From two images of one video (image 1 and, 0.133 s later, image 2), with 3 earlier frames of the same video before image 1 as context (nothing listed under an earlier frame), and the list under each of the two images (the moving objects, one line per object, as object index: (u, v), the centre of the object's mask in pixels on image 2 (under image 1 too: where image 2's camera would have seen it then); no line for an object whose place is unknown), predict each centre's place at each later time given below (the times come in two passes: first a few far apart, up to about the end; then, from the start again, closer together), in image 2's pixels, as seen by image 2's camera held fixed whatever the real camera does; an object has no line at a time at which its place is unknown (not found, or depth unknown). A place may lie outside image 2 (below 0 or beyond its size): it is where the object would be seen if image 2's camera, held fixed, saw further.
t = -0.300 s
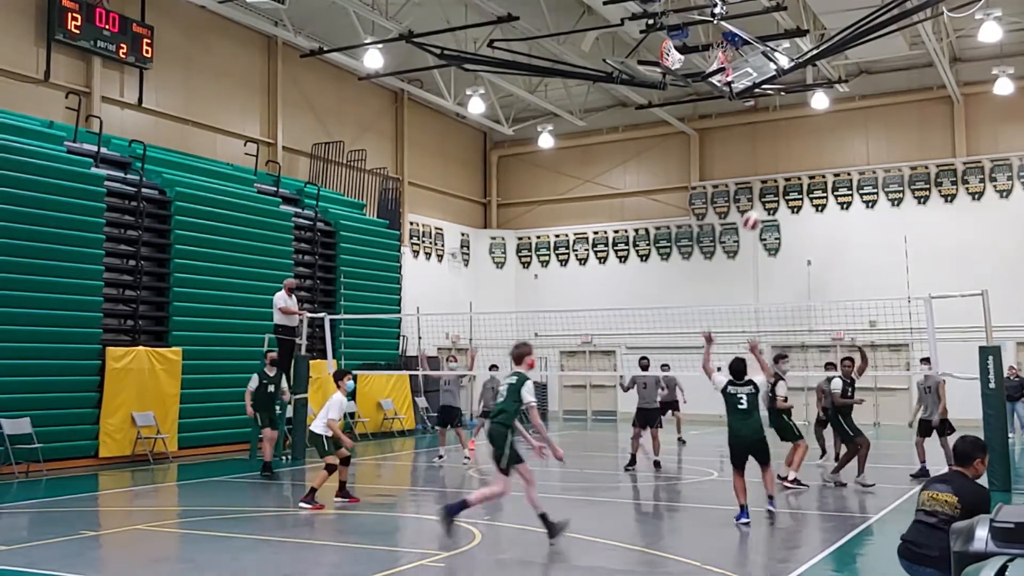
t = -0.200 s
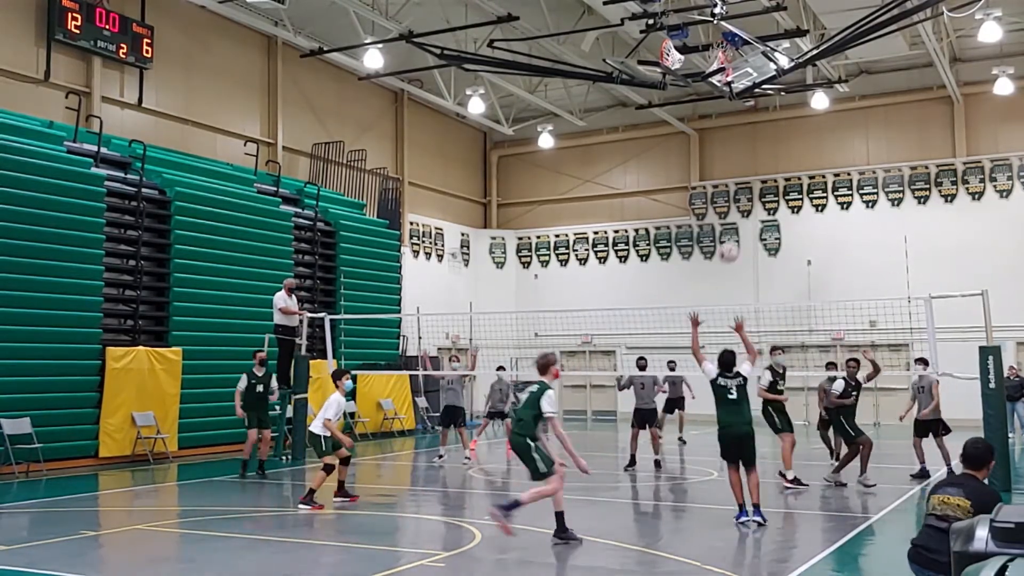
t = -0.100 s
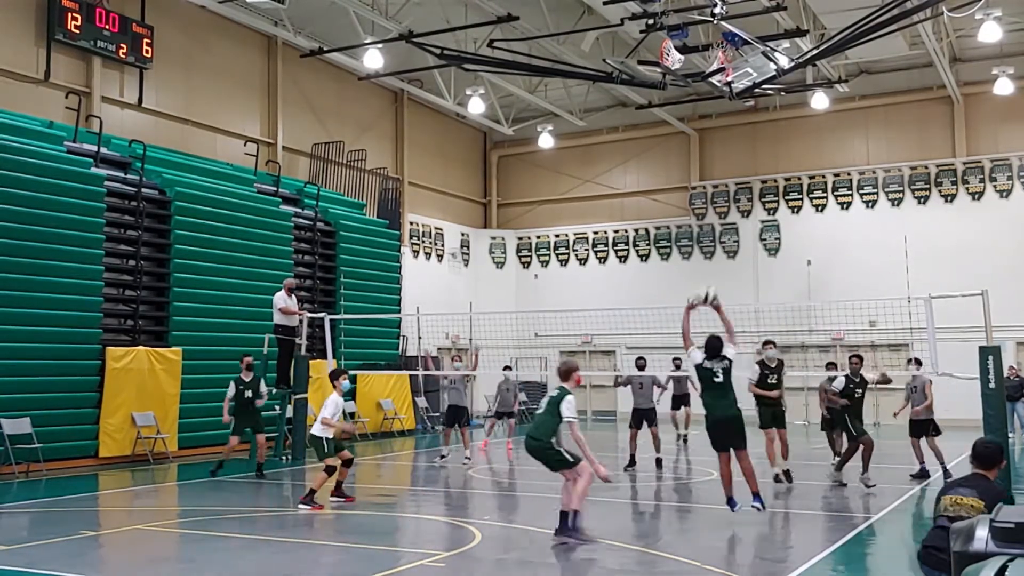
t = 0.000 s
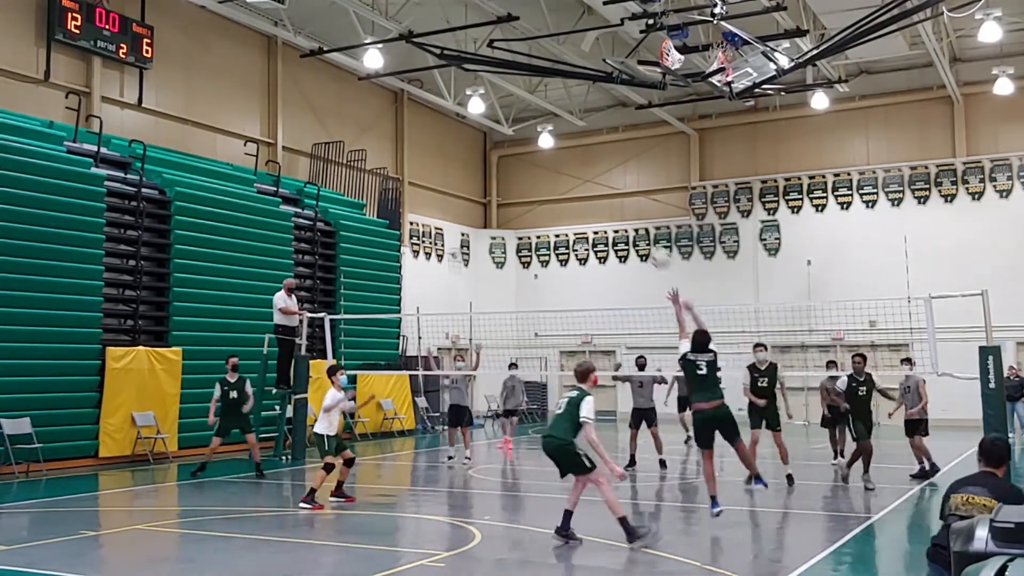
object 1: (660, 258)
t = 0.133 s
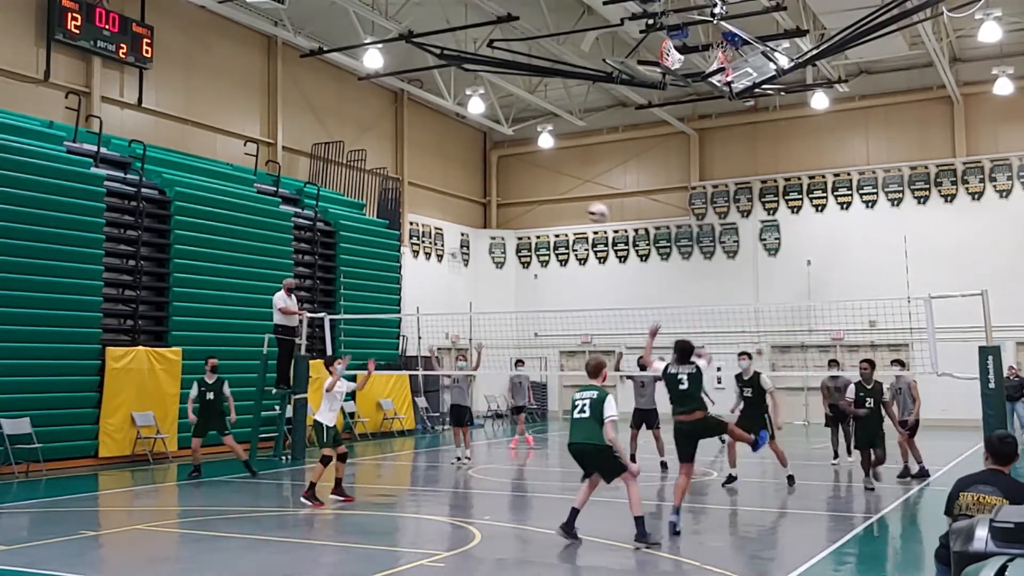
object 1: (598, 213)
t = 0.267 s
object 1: (539, 185)
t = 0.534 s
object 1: (433, 182)
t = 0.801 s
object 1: (337, 239)
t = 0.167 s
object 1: (583, 204)
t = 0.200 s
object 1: (569, 196)
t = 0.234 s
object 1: (554, 191)
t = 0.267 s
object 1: (539, 185)
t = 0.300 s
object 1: (526, 181)
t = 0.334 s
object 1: (513, 179)
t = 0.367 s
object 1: (499, 176)
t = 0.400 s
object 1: (486, 176)
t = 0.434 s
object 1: (472, 176)
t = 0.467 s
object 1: (460, 177)
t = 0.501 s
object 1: (446, 179)
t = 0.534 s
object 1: (433, 182)
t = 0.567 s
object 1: (421, 186)
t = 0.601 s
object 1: (409, 191)
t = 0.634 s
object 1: (397, 197)
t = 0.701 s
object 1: (373, 211)
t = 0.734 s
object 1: (359, 220)
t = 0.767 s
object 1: (349, 229)
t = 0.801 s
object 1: (337, 239)
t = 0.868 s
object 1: (314, 263)
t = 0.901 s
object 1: (304, 275)
